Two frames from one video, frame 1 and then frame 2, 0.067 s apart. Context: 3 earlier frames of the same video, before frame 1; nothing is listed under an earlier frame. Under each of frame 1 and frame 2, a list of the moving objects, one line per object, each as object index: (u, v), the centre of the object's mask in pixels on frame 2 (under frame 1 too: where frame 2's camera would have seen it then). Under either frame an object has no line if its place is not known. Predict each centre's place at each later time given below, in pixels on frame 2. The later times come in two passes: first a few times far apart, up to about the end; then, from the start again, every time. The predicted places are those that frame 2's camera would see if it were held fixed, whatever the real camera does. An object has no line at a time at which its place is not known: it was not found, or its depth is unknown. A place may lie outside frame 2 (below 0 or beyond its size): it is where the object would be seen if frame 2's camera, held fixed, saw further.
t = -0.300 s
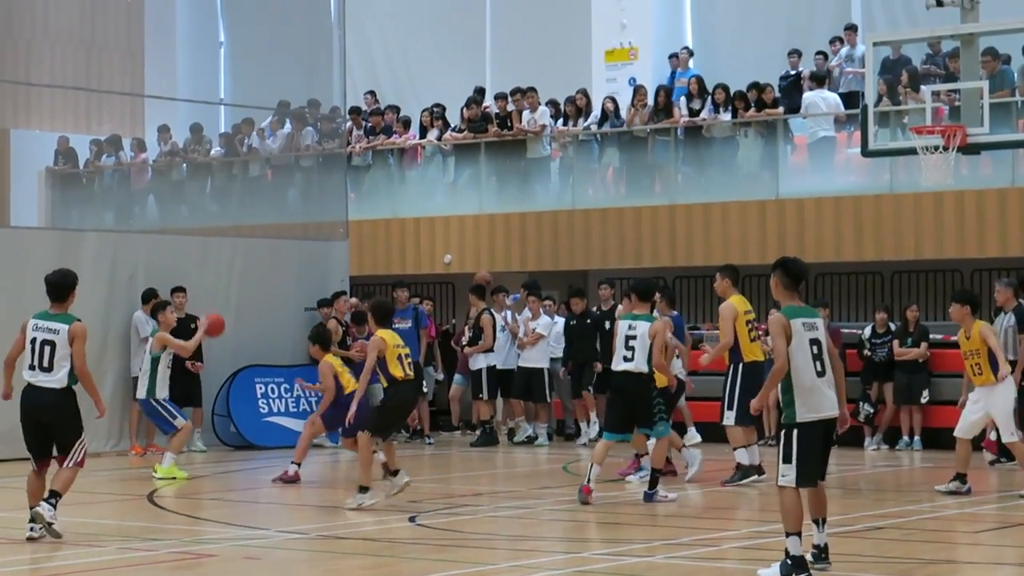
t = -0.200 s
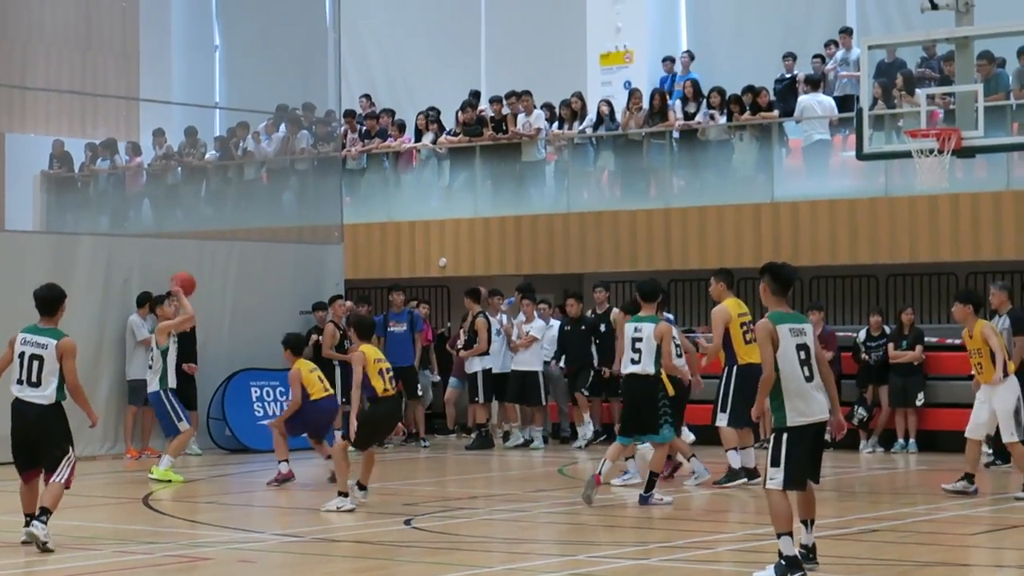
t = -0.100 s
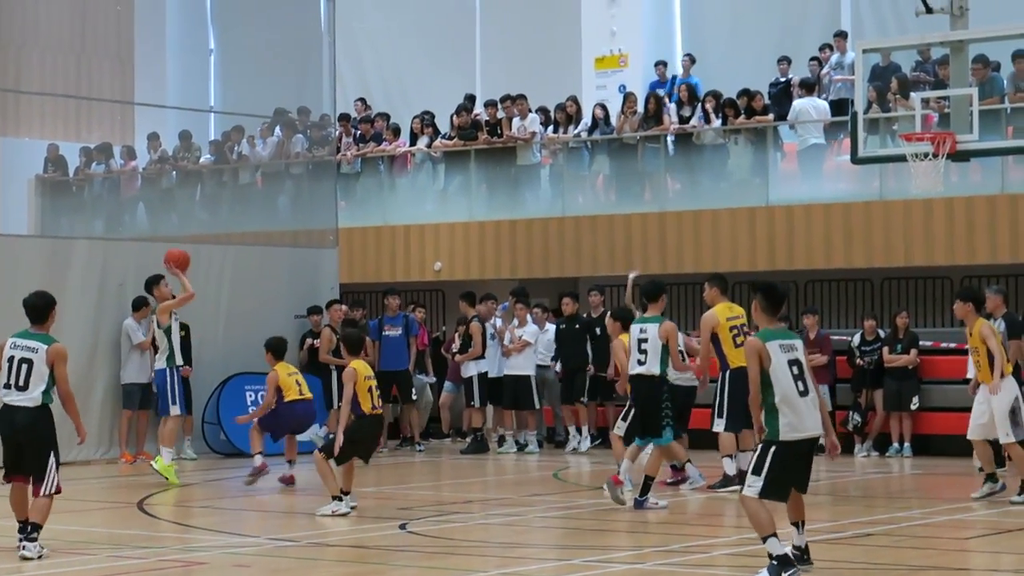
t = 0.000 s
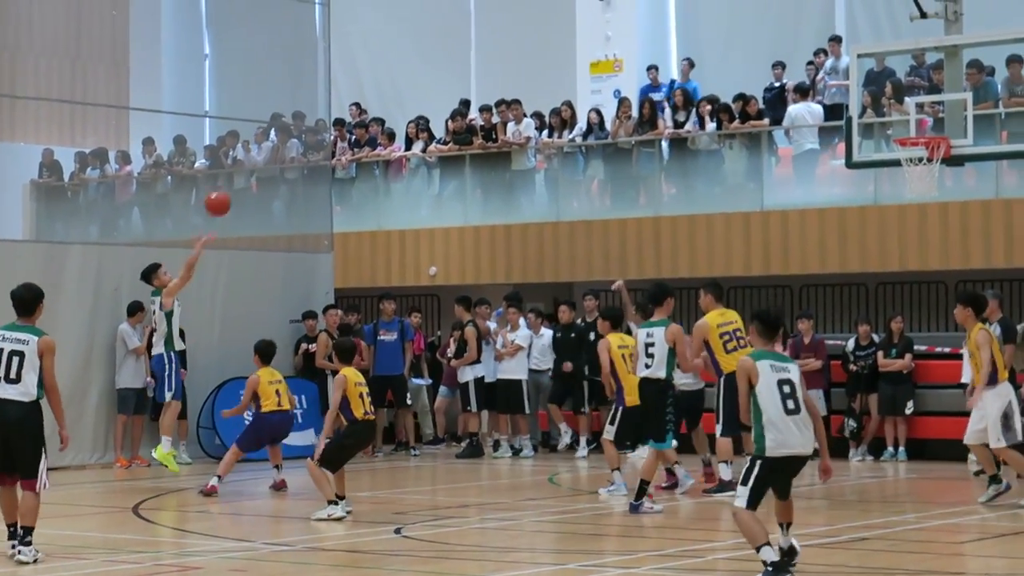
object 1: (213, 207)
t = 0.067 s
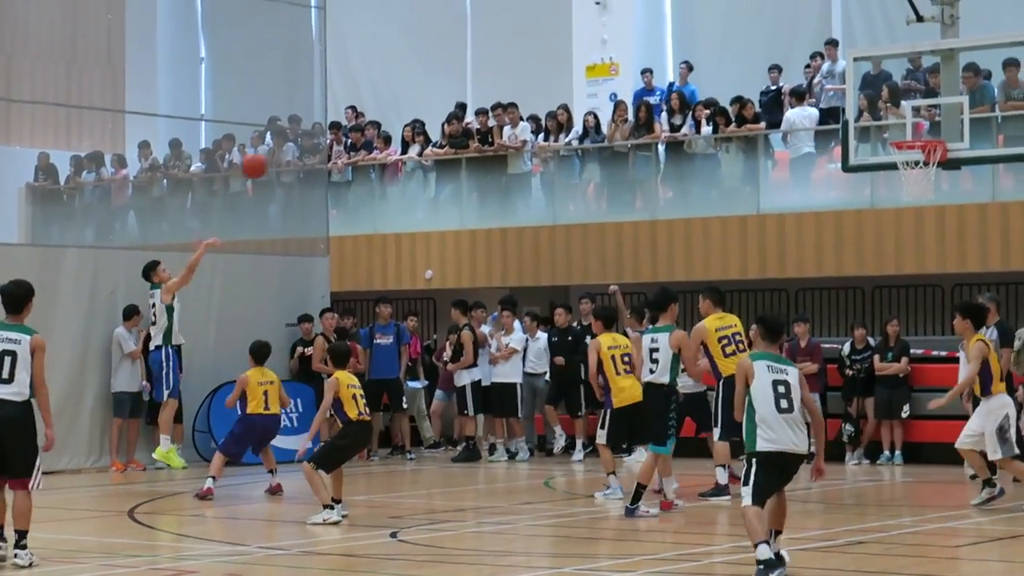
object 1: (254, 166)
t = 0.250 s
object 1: (364, 77)
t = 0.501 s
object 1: (515, 12)
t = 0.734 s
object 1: (660, 11)
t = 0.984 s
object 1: (819, 75)
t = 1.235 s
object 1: (926, 100)
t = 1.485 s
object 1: (990, 92)
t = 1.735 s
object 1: (1056, 158)
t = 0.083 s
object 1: (263, 157)
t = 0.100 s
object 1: (274, 147)
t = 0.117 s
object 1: (284, 138)
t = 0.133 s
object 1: (294, 129)
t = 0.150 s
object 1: (303, 122)
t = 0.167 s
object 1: (313, 112)
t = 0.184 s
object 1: (324, 105)
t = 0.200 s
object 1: (333, 98)
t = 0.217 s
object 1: (344, 91)
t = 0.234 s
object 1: (354, 84)
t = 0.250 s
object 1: (364, 77)
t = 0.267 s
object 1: (374, 71)
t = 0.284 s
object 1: (384, 65)
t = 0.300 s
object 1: (394, 59)
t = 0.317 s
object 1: (404, 54)
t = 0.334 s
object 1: (414, 49)
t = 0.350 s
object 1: (424, 44)
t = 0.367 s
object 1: (435, 39)
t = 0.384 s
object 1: (445, 34)
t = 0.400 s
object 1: (455, 30)
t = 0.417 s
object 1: (465, 27)
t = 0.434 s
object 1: (475, 23)
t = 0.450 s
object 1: (485, 20)
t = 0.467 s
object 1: (495, 17)
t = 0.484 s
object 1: (506, 15)
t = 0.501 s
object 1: (515, 12)
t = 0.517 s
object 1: (526, 10)
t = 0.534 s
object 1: (536, 9)
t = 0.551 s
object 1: (546, 7)
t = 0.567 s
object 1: (557, 6)
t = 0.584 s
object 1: (566, 5)
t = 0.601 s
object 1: (577, 4)
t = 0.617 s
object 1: (588, 4)
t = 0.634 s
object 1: (598, 4)
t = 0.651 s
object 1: (608, 4)
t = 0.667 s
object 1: (618, 5)
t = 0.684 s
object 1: (629, 6)
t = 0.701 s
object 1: (639, 7)
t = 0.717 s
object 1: (649, 9)
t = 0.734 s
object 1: (660, 11)
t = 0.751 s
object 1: (671, 13)
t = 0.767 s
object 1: (681, 15)
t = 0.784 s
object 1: (691, 18)
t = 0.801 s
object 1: (702, 21)
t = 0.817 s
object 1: (713, 24)
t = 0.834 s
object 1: (723, 28)
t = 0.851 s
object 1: (734, 32)
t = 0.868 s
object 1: (744, 36)
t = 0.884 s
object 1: (755, 41)
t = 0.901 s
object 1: (765, 46)
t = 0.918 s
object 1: (776, 51)
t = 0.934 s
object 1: (787, 57)
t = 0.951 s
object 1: (797, 62)
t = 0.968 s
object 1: (808, 68)
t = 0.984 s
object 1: (819, 75)
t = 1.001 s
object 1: (829, 82)
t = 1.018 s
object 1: (839, 89)
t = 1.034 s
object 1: (851, 97)
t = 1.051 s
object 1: (861, 105)
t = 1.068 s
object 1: (872, 113)
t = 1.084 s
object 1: (883, 121)
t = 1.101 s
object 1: (893, 130)
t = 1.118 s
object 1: (898, 126)
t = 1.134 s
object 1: (902, 122)
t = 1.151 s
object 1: (905, 117)
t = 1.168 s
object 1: (910, 113)
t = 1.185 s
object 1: (913, 109)
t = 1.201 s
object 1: (918, 106)
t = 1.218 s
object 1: (922, 103)
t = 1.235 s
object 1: (926, 100)
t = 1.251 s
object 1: (931, 97)
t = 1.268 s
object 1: (935, 94)
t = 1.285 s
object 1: (939, 93)
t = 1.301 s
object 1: (944, 90)
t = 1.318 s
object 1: (947, 89)
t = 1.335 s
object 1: (951, 88)
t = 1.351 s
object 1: (956, 87)
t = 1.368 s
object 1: (960, 87)
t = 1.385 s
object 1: (964, 86)
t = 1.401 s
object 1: (969, 87)
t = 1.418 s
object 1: (973, 87)
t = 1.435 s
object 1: (976, 88)
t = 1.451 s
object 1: (982, 89)
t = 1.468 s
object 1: (986, 90)
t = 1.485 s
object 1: (990, 92)
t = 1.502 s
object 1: (995, 95)
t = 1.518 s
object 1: (998, 97)
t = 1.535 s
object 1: (1003, 100)
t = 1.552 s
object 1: (1007, 103)
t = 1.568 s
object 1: (1011, 106)
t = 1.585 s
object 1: (1016, 109)
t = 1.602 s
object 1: (1020, 114)
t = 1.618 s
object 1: (1025, 118)
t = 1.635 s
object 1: (1029, 123)
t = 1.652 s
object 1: (1033, 127)
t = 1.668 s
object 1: (1038, 133)
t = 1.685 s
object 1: (1042, 139)
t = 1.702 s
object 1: (1047, 145)
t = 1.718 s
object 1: (1051, 151)
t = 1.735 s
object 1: (1056, 158)
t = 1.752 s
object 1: (1060, 165)
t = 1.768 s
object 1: (1065, 173)
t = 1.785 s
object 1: (1070, 181)
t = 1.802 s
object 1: (1074, 189)
